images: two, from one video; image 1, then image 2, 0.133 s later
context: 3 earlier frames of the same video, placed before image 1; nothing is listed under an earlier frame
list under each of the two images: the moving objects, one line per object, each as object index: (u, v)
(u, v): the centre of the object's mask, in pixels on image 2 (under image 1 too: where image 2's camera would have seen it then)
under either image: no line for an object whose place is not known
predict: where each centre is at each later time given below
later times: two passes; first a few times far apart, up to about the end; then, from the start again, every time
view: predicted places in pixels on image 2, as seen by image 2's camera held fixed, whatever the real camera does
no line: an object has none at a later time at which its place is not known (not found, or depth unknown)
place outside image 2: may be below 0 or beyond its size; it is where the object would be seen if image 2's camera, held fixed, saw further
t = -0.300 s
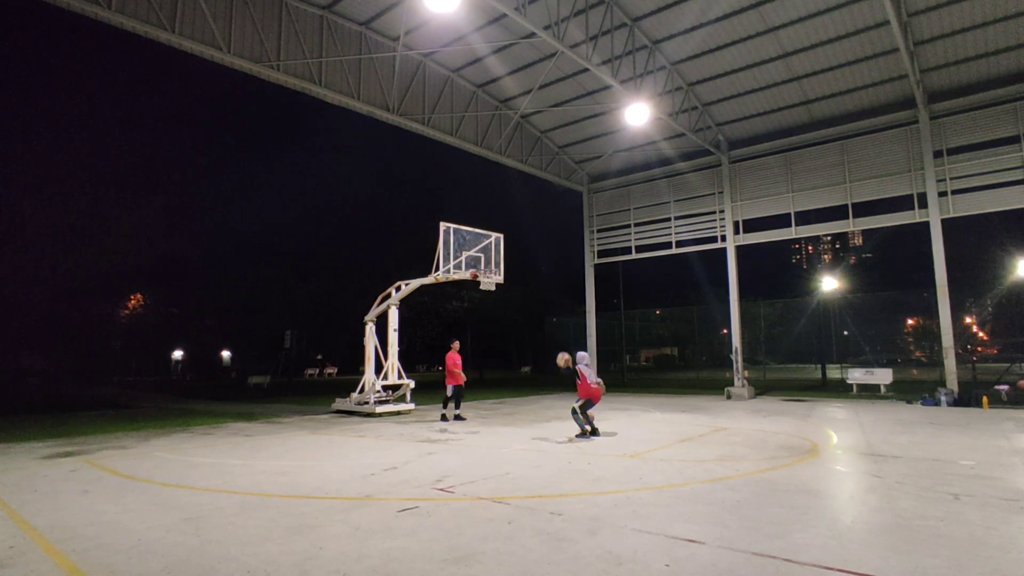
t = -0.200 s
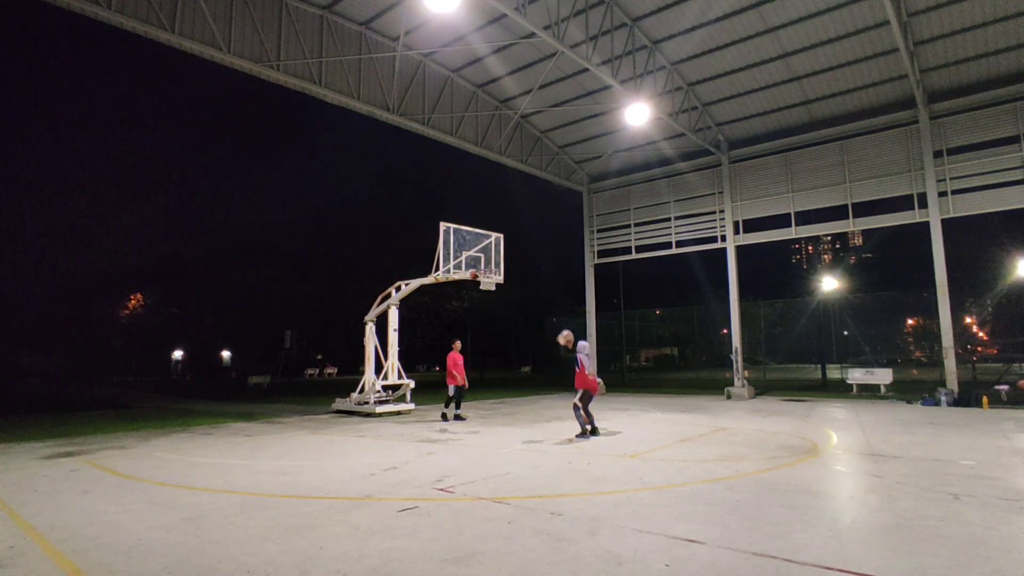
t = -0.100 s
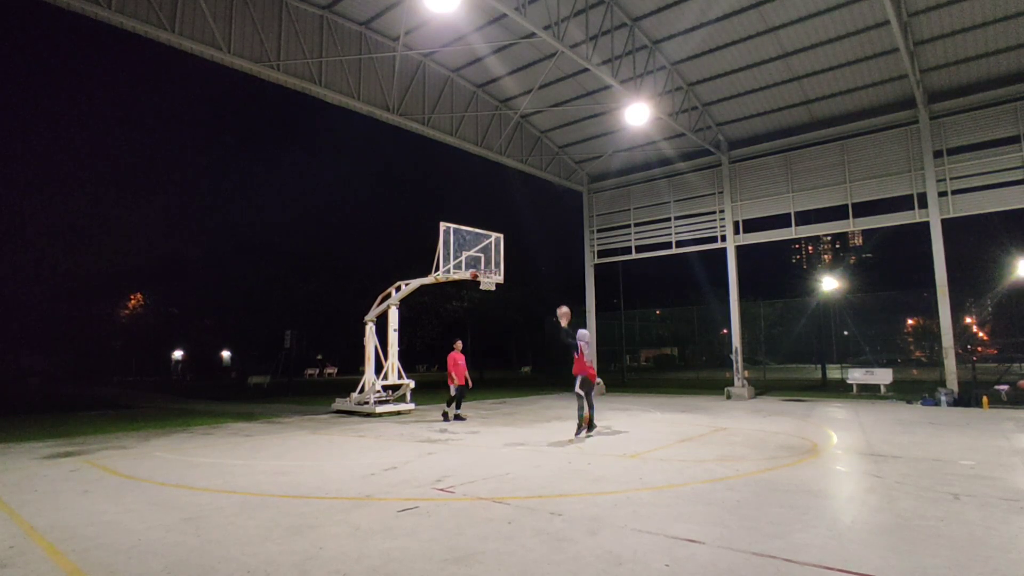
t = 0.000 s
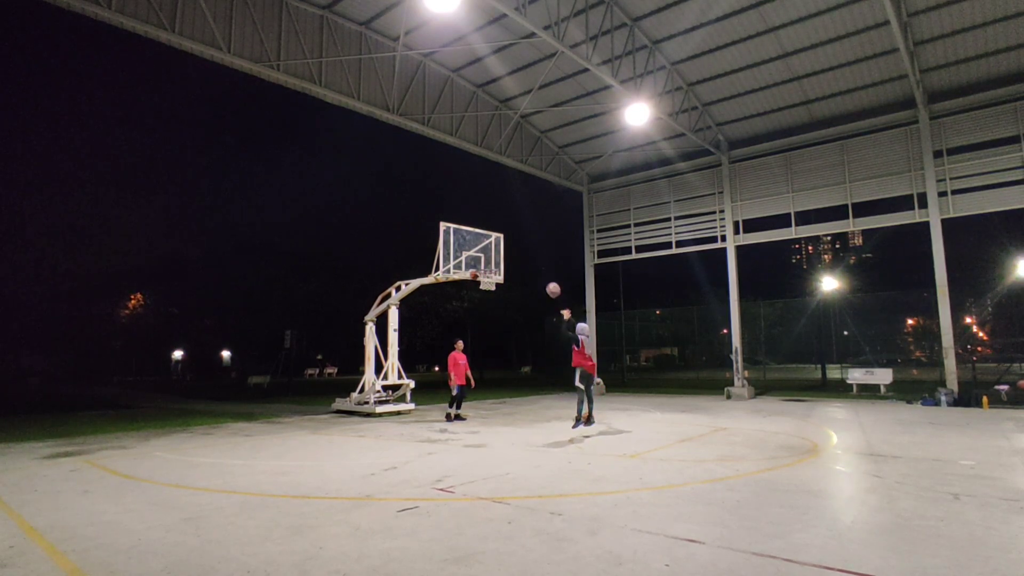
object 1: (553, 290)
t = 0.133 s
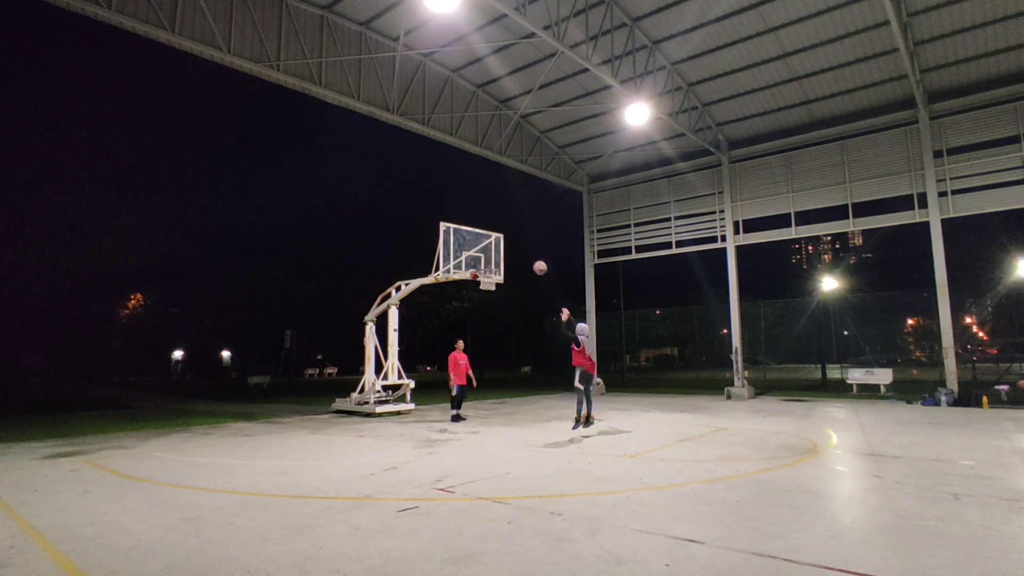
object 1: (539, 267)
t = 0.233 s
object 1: (530, 258)
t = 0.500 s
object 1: (508, 258)
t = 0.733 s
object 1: (506, 283)
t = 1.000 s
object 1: (523, 343)
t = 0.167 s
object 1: (537, 264)
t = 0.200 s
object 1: (533, 260)
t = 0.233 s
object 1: (530, 258)
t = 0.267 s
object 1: (528, 256)
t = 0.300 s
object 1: (525, 254)
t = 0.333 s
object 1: (522, 254)
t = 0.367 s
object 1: (519, 253)
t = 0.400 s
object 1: (516, 254)
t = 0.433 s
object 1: (513, 255)
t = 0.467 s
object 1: (511, 256)
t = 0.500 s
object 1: (508, 258)
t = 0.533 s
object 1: (506, 261)
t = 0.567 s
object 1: (503, 263)
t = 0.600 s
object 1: (501, 266)
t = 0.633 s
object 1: (500, 270)
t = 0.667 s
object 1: (501, 273)
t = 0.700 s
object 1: (503, 278)
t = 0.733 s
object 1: (506, 283)
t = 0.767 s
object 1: (507, 288)
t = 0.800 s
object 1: (509, 294)
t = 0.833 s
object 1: (512, 301)
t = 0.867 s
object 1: (514, 308)
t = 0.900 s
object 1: (516, 316)
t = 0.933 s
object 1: (518, 324)
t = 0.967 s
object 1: (520, 333)
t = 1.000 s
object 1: (523, 343)
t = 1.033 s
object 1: (525, 354)
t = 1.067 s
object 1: (527, 365)
